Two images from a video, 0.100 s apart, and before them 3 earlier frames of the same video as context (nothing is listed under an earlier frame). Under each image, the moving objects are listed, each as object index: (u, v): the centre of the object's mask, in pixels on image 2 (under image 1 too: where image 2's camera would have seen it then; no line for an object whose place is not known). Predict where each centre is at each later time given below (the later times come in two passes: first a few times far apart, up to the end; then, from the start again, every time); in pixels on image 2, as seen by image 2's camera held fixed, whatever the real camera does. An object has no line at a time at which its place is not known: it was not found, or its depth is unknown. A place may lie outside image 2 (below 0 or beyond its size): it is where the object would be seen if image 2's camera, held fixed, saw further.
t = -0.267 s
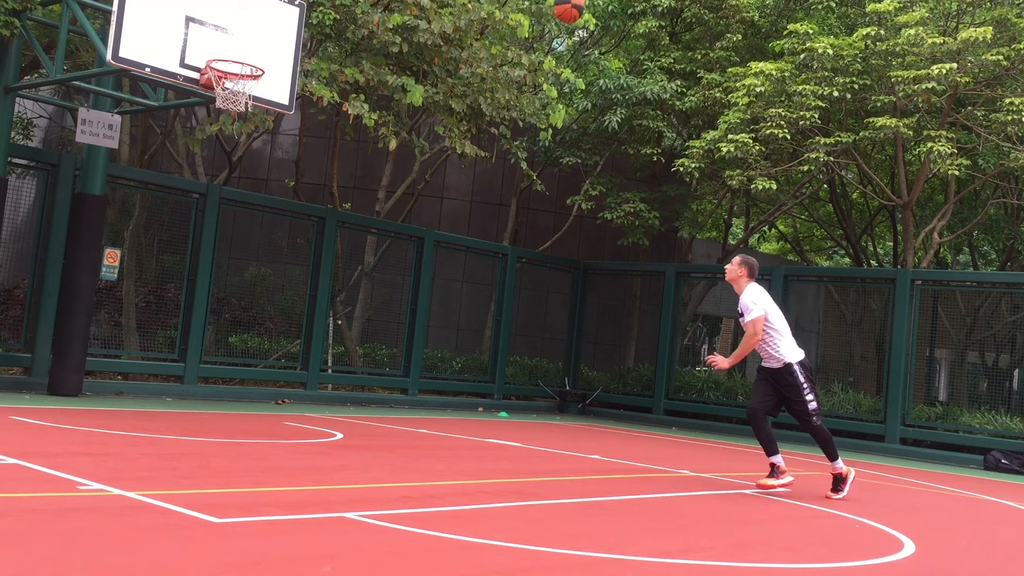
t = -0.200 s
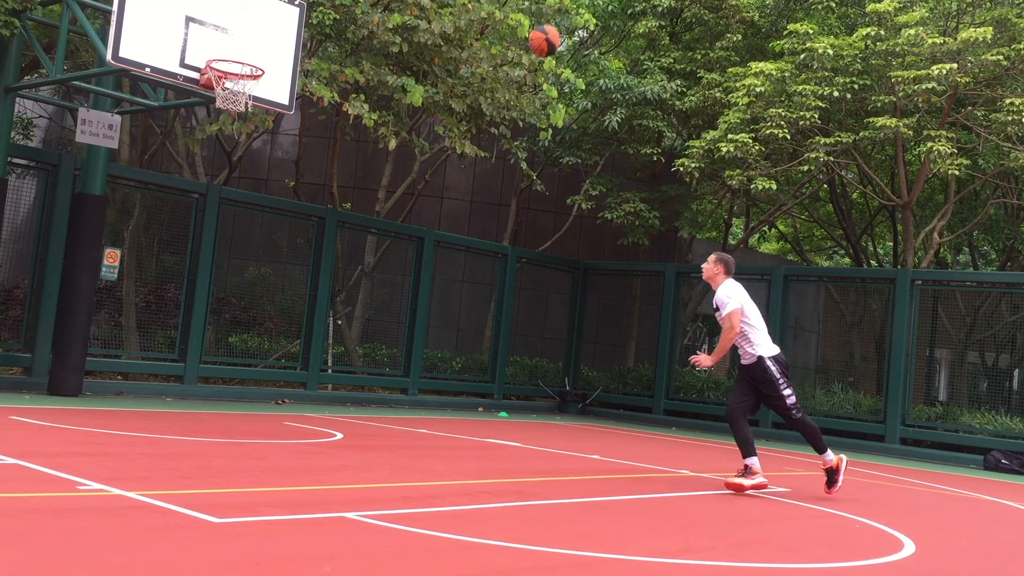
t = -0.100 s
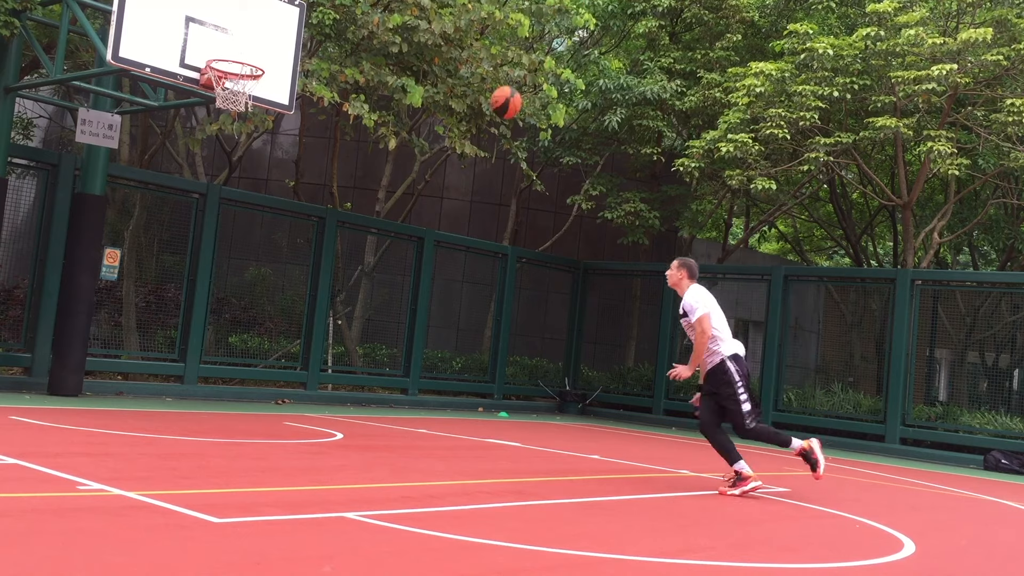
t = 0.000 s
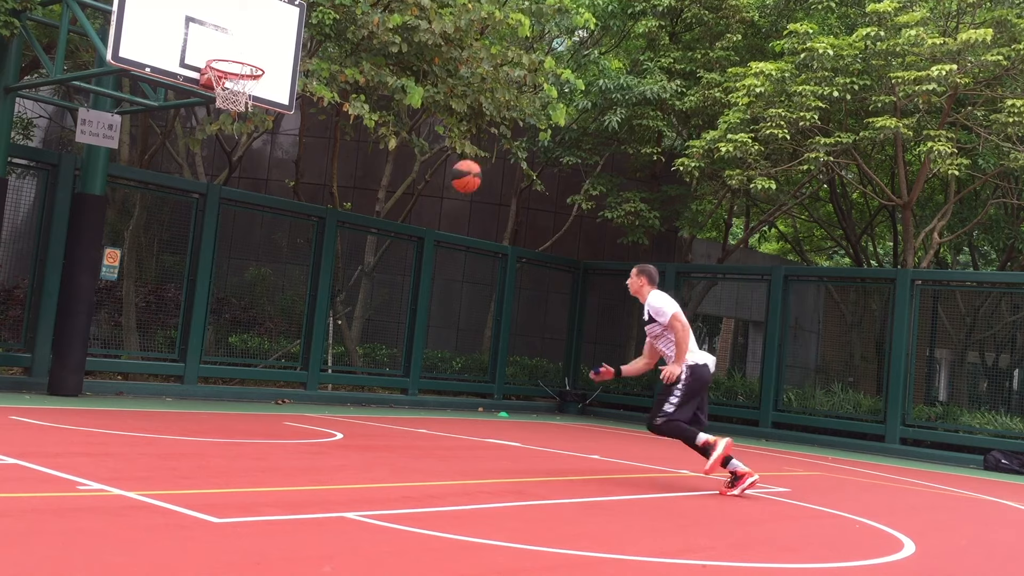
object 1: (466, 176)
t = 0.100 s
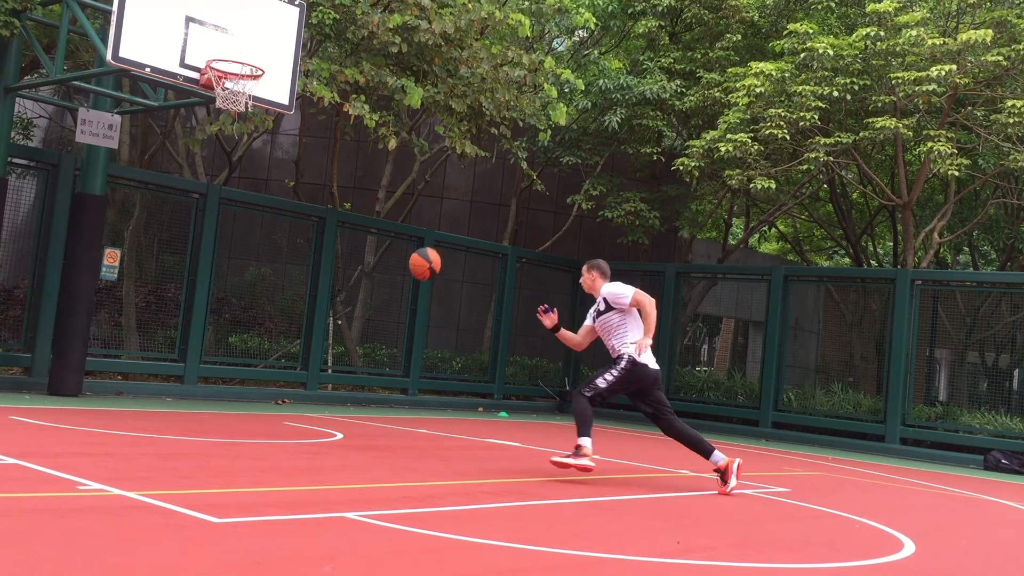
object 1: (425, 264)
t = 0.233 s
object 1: (367, 401)
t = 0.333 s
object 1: (354, 366)
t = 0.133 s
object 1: (411, 296)
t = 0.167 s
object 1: (396, 329)
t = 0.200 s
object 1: (382, 365)
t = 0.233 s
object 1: (367, 401)
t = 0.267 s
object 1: (354, 431)
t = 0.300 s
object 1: (354, 397)
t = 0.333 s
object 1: (354, 366)
